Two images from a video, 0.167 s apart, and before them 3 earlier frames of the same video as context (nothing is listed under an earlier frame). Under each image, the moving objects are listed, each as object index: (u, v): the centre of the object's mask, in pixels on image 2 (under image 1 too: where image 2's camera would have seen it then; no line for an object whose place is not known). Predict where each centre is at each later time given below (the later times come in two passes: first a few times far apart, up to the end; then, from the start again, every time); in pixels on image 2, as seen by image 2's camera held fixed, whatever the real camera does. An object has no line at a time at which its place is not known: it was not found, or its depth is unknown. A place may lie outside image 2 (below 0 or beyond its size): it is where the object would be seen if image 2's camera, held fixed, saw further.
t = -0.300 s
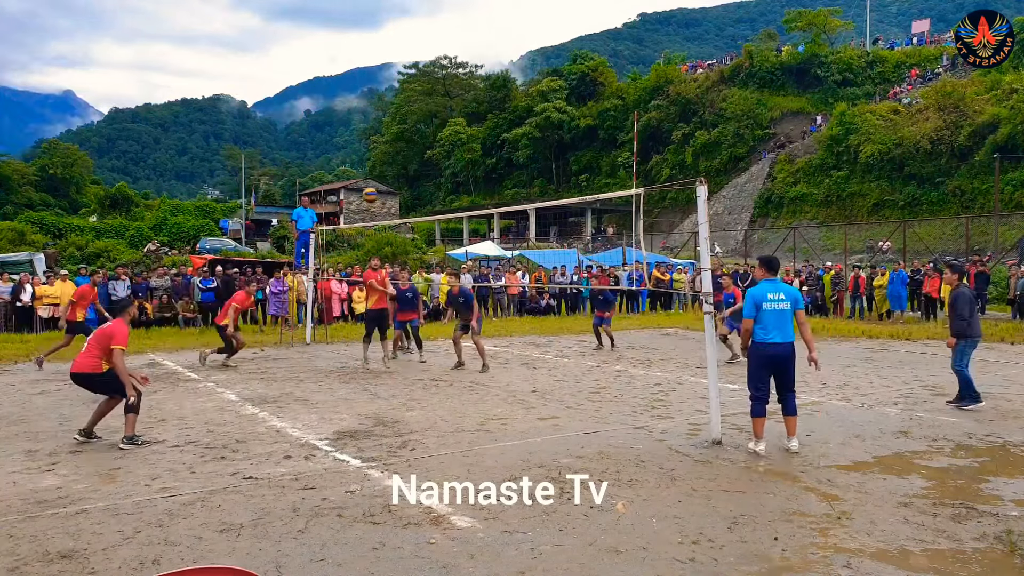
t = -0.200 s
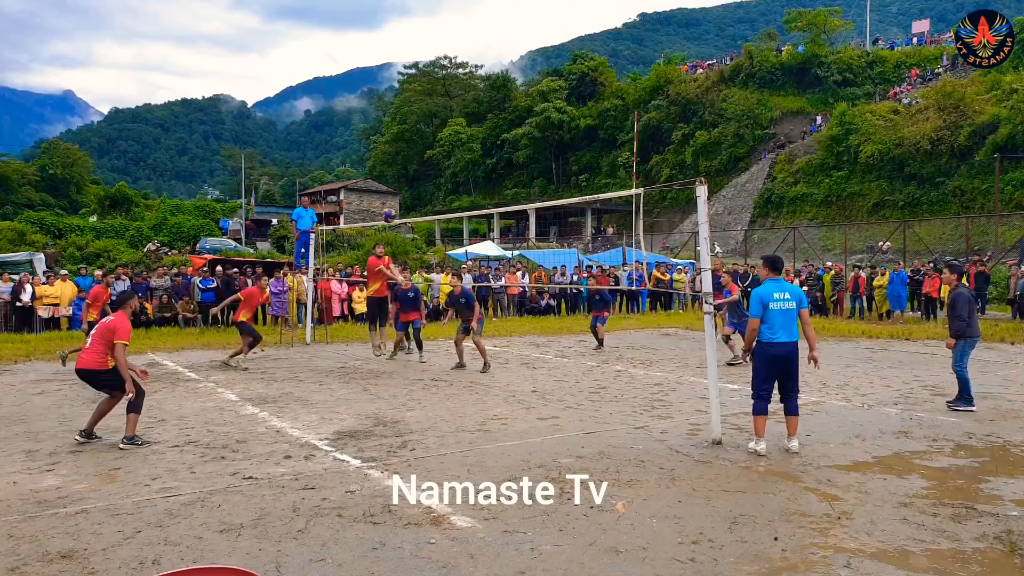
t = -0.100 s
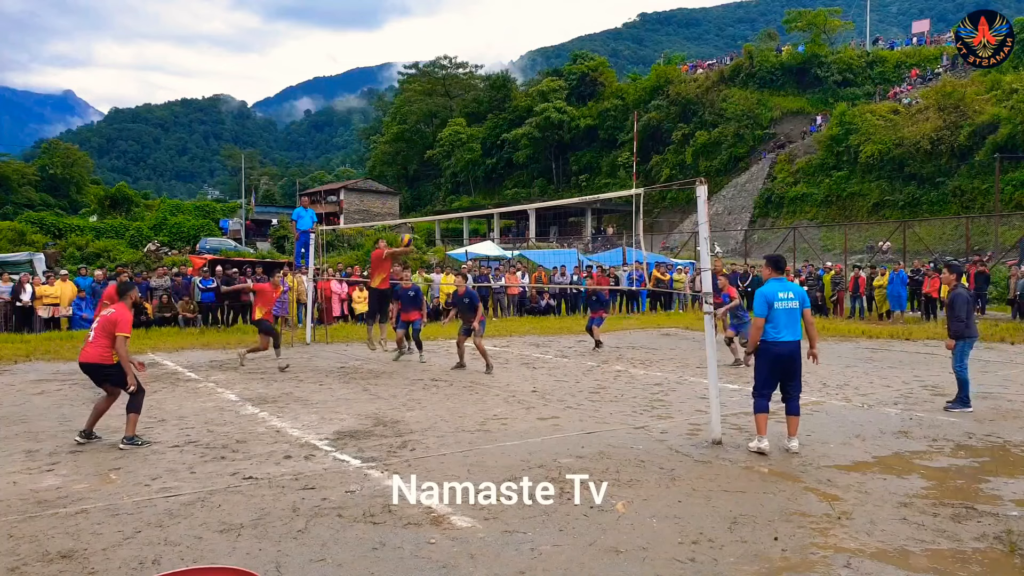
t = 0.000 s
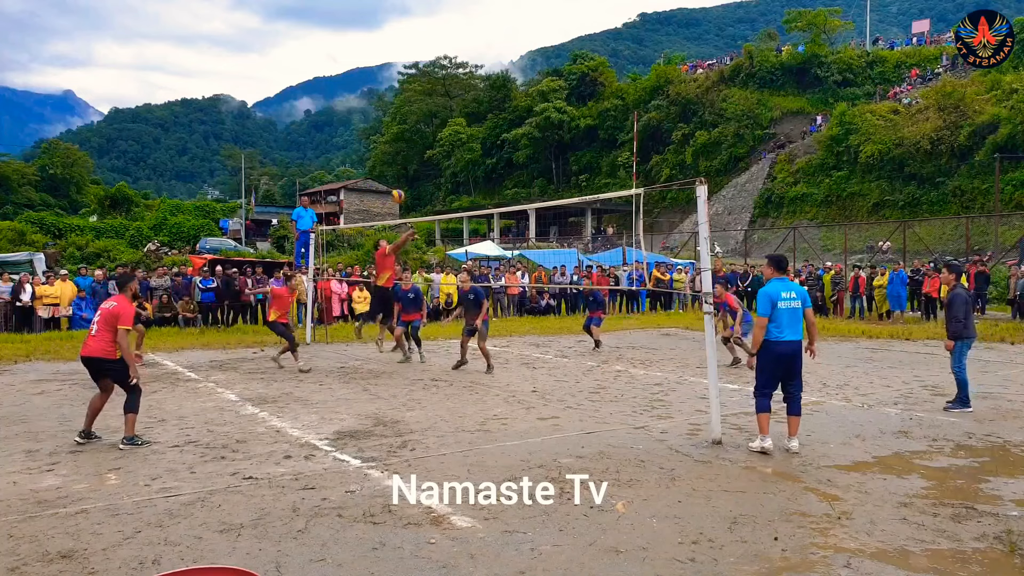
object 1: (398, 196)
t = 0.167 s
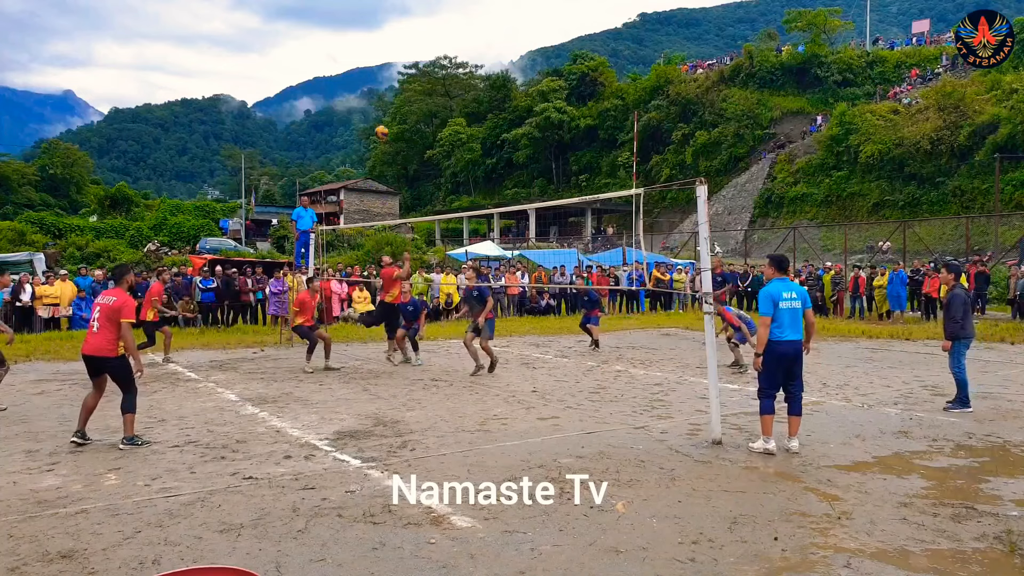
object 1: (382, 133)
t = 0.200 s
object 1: (378, 121)
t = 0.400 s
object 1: (361, 78)
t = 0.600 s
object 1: (345, 60)
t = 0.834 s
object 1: (329, 70)
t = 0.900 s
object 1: (324, 79)
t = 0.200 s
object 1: (378, 121)
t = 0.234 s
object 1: (376, 113)
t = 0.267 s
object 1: (373, 104)
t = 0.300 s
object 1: (370, 96)
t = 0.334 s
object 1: (367, 89)
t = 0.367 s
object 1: (364, 83)
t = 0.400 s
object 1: (361, 78)
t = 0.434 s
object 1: (358, 73)
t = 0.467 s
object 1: (356, 69)
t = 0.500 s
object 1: (353, 66)
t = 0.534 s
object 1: (351, 63)
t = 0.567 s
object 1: (348, 61)
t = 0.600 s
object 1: (345, 60)
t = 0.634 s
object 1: (343, 59)
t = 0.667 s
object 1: (340, 59)
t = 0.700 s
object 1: (338, 60)
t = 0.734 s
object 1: (336, 62)
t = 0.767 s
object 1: (333, 64)
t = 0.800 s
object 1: (331, 66)
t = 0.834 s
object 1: (329, 70)
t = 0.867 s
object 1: (327, 74)
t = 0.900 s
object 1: (324, 79)
